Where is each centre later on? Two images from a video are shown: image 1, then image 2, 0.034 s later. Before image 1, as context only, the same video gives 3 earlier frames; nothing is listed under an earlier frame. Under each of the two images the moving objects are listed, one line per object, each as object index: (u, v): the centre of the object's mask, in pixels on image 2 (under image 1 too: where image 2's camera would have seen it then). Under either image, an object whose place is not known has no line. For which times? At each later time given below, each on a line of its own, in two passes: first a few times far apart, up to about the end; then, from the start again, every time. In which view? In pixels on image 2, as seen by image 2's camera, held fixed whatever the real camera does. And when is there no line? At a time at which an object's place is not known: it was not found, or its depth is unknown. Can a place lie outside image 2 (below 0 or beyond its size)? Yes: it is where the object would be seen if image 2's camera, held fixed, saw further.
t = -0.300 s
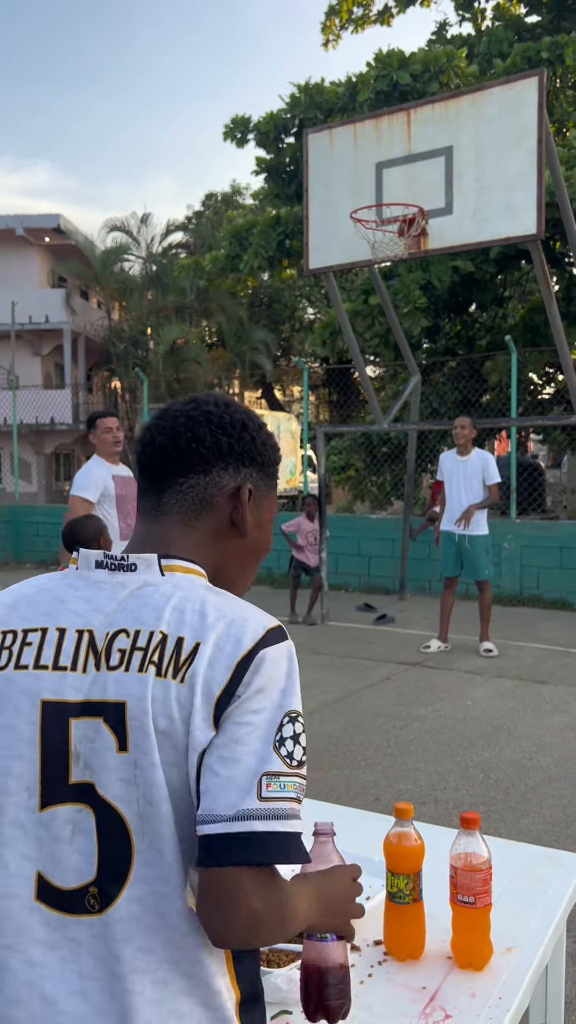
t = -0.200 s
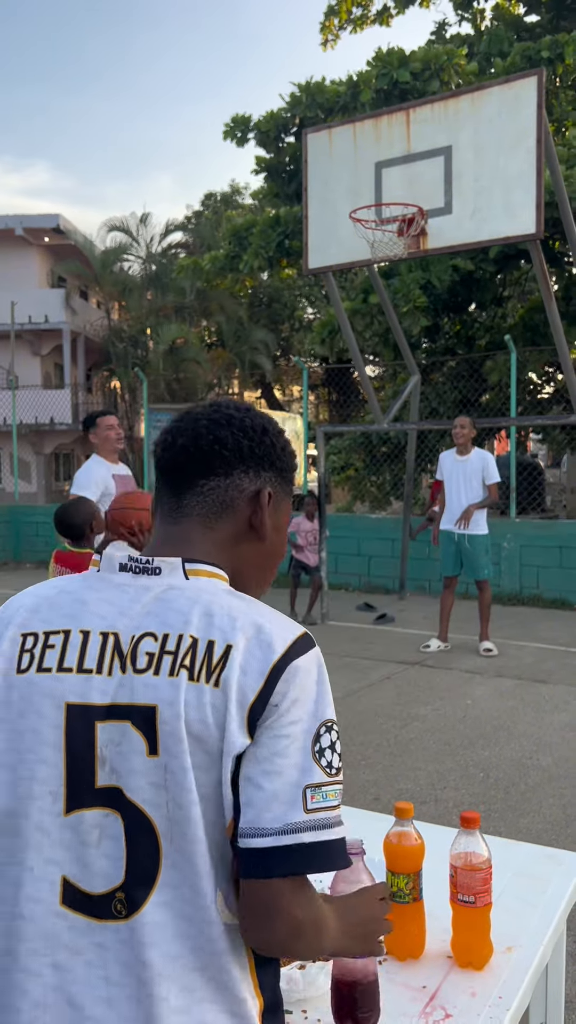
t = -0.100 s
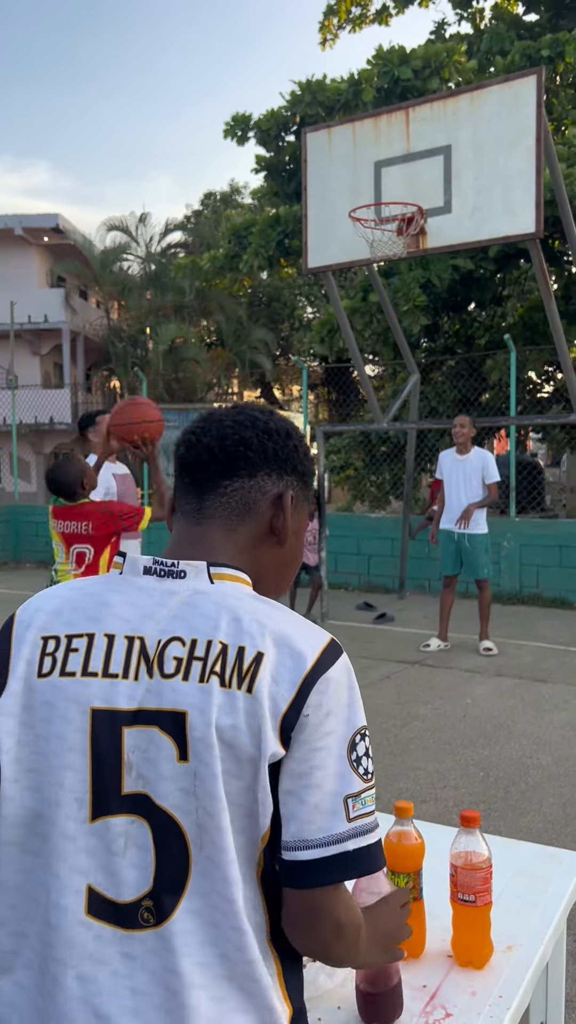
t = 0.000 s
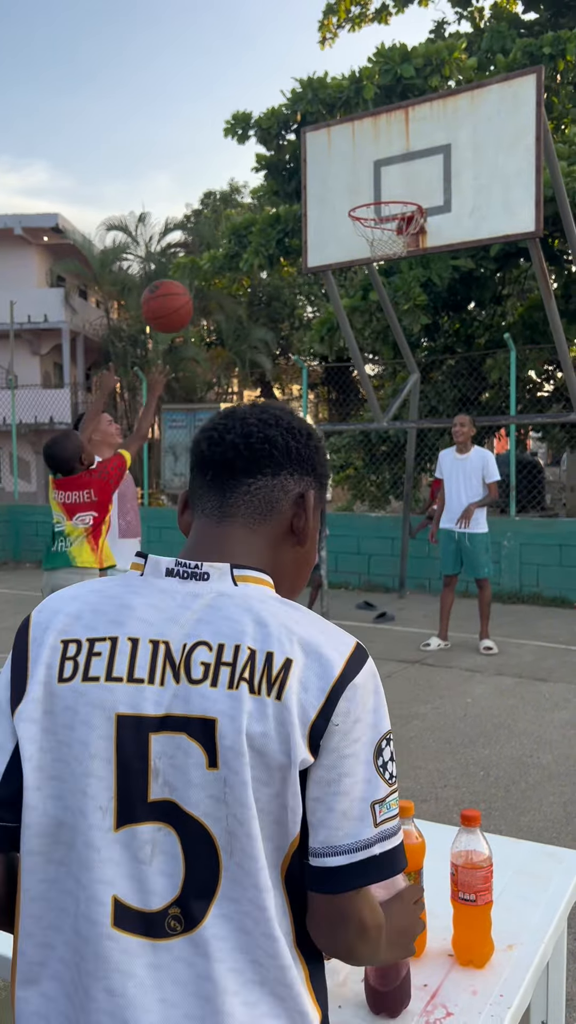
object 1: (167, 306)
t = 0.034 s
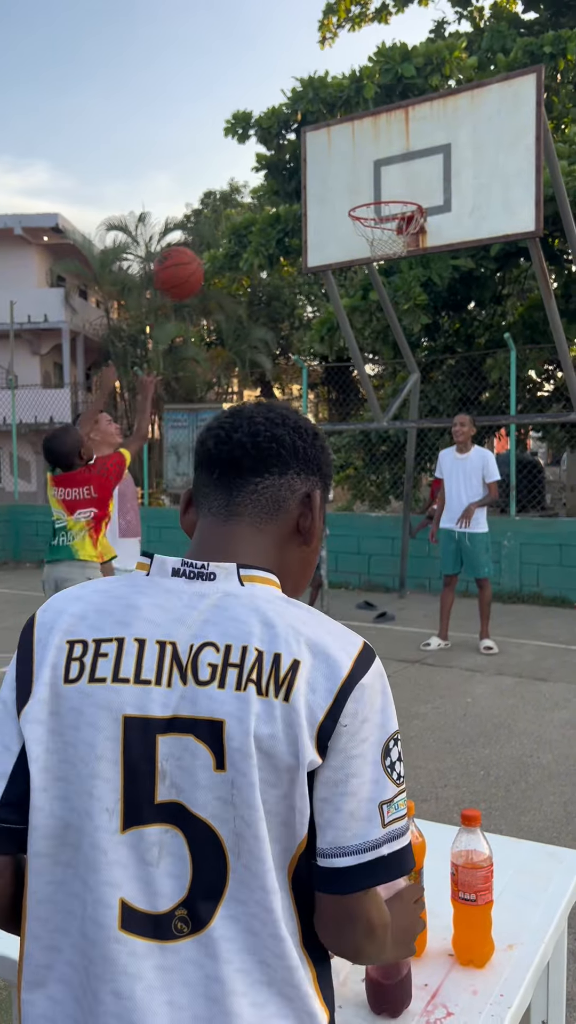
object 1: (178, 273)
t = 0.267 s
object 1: (250, 131)
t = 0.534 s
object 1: (316, 117)
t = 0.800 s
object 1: (370, 210)
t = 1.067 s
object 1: (412, 271)
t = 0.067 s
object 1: (189, 244)
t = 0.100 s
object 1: (200, 217)
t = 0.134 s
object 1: (210, 194)
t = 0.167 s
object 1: (221, 174)
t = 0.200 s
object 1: (231, 157)
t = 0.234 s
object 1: (241, 143)
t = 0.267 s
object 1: (250, 131)
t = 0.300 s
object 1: (259, 122)
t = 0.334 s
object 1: (268, 116)
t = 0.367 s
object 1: (277, 111)
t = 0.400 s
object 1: (285, 108)
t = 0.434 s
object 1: (293, 107)
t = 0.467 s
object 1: (301, 109)
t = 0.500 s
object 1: (309, 112)
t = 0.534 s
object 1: (316, 117)
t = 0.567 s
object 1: (324, 124)
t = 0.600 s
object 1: (331, 133)
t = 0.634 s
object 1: (338, 143)
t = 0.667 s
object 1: (344, 154)
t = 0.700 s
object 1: (351, 167)
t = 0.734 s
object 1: (358, 181)
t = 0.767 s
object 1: (363, 196)
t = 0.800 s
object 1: (370, 210)
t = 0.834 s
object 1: (377, 224)
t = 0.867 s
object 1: (383, 236)
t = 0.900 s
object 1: (387, 250)
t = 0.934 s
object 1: (394, 251)
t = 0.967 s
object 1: (397, 254)
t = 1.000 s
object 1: (403, 259)
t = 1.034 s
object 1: (408, 264)
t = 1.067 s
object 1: (412, 271)
